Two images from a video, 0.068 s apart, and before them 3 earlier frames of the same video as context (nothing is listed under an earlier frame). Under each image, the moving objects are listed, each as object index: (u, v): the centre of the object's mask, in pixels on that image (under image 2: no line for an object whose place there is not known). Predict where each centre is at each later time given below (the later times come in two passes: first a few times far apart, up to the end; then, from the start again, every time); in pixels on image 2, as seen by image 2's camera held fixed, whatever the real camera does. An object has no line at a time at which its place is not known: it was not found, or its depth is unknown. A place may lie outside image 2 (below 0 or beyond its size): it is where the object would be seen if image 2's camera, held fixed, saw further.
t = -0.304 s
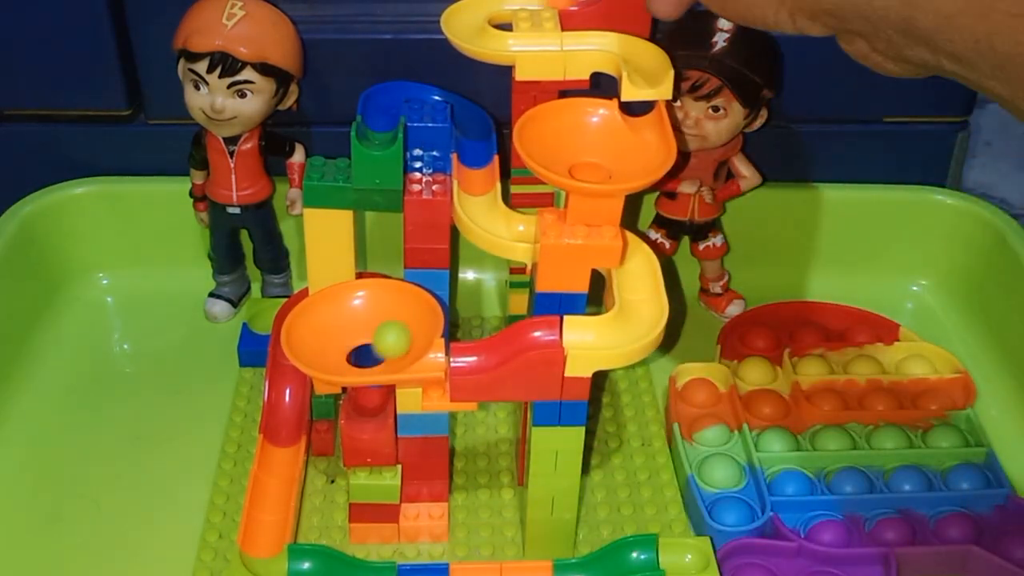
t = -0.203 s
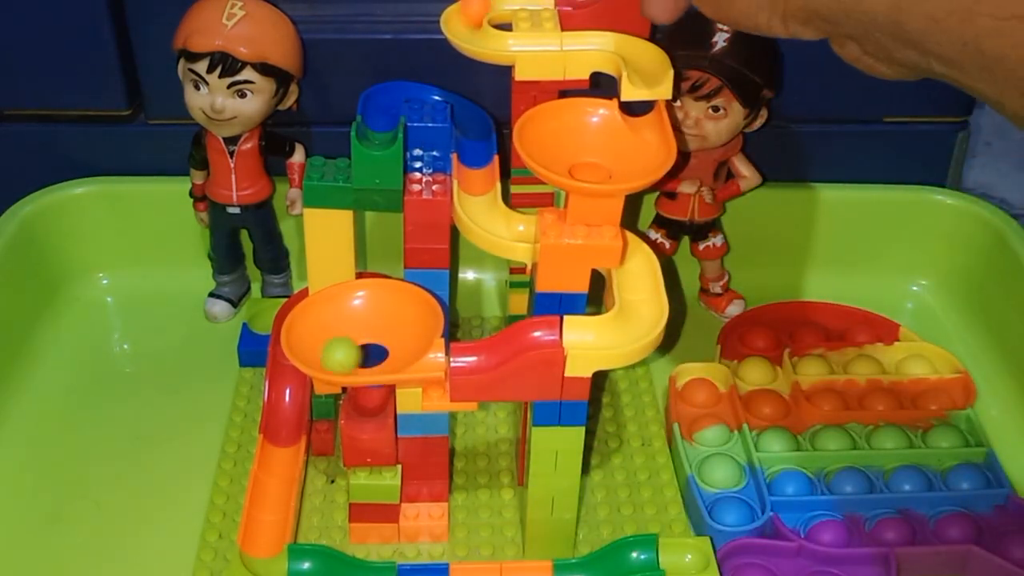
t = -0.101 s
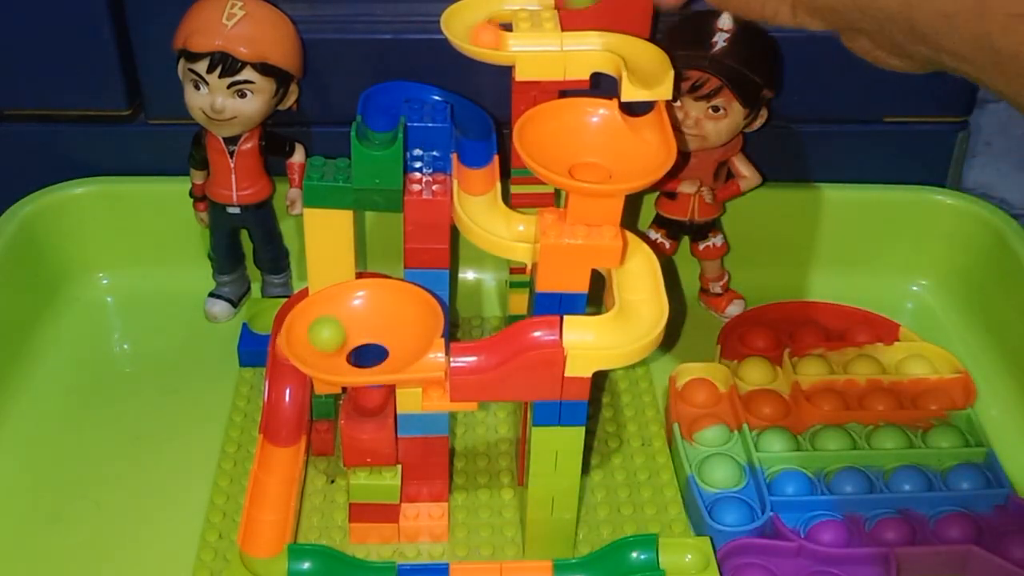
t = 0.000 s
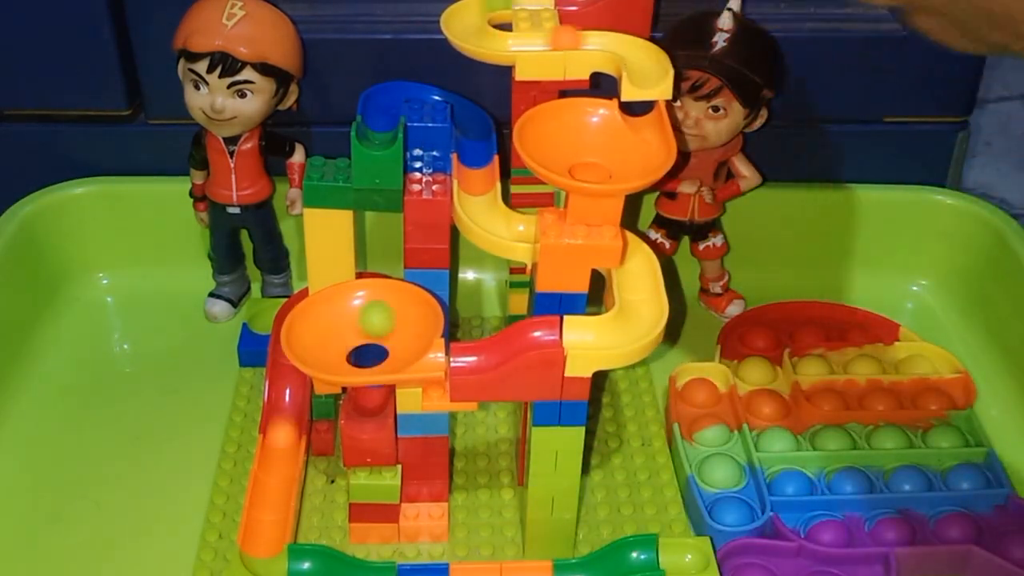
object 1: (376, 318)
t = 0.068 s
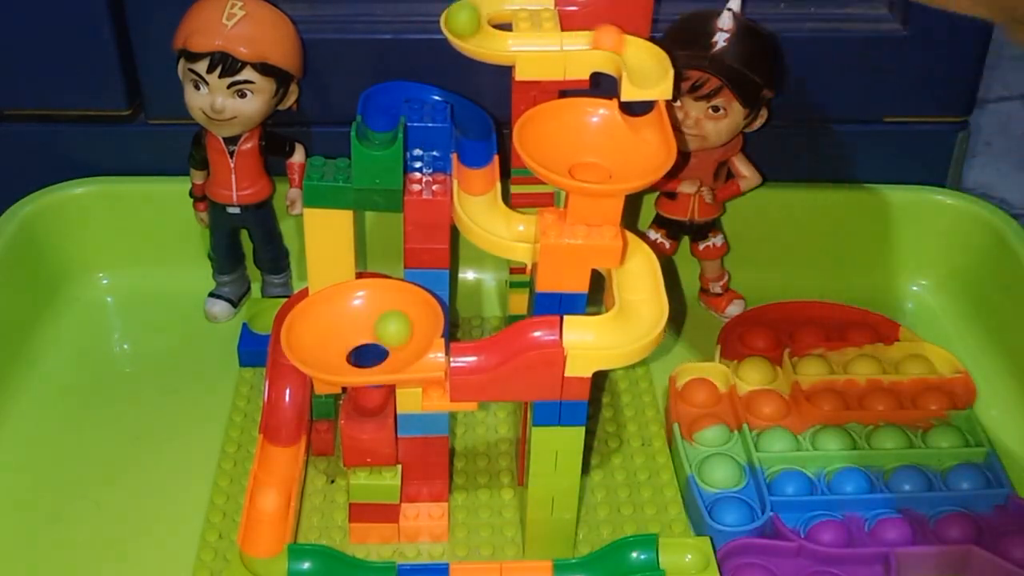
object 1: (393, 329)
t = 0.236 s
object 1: (325, 347)
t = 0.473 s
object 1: (390, 335)
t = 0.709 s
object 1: (334, 332)
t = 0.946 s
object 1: (354, 354)
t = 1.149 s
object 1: (362, 327)
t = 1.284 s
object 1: (349, 346)
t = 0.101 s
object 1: (388, 339)
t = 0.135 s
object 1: (374, 350)
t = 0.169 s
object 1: (357, 354)
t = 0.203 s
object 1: (338, 353)
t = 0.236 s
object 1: (325, 347)
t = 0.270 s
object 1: (322, 340)
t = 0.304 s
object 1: (329, 334)
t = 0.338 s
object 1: (343, 328)
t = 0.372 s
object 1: (361, 325)
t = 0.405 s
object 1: (377, 324)
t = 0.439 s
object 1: (388, 328)
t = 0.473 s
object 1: (390, 335)
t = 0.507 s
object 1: (382, 344)
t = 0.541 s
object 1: (368, 351)
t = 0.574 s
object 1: (352, 352)
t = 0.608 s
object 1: (336, 349)
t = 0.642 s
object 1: (327, 343)
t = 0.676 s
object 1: (327, 337)
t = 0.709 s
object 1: (334, 332)
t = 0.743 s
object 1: (348, 328)
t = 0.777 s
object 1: (365, 328)
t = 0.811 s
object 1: (378, 332)
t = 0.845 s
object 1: (382, 339)
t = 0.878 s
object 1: (377, 347)
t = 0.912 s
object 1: (366, 352)
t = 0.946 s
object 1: (354, 354)
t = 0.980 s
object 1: (342, 351)
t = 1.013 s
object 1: (334, 345)
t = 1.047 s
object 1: (333, 338)
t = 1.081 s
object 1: (339, 333)
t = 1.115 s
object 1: (349, 328)
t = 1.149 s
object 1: (362, 327)
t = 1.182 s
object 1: (373, 331)
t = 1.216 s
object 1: (376, 342)
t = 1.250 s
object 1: (365, 349)
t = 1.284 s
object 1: (349, 346)
